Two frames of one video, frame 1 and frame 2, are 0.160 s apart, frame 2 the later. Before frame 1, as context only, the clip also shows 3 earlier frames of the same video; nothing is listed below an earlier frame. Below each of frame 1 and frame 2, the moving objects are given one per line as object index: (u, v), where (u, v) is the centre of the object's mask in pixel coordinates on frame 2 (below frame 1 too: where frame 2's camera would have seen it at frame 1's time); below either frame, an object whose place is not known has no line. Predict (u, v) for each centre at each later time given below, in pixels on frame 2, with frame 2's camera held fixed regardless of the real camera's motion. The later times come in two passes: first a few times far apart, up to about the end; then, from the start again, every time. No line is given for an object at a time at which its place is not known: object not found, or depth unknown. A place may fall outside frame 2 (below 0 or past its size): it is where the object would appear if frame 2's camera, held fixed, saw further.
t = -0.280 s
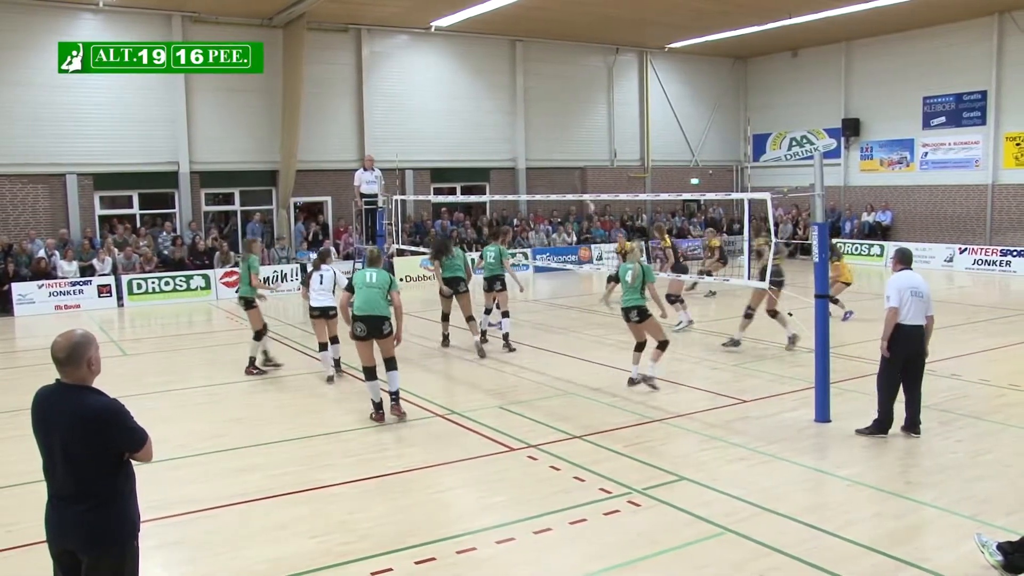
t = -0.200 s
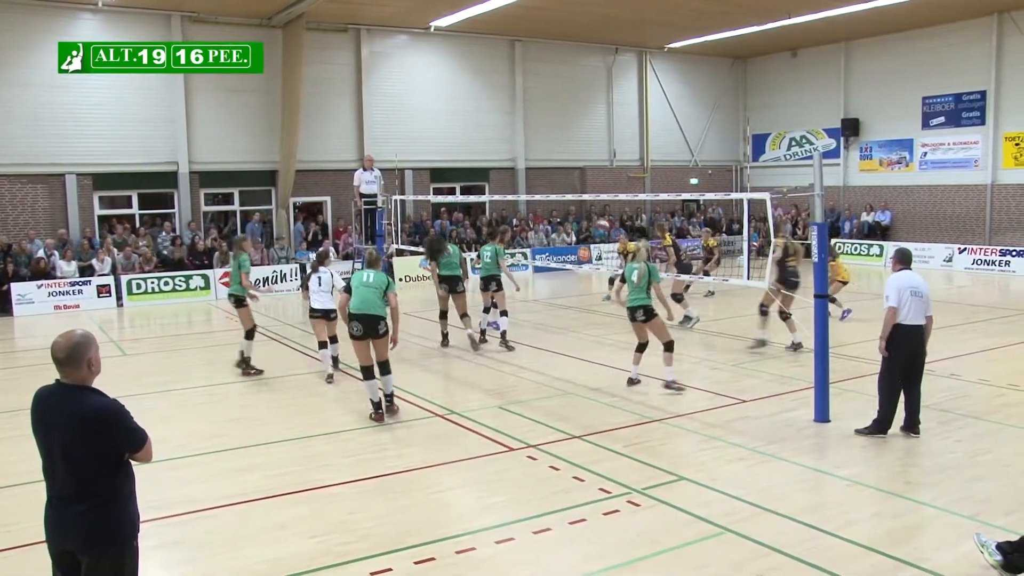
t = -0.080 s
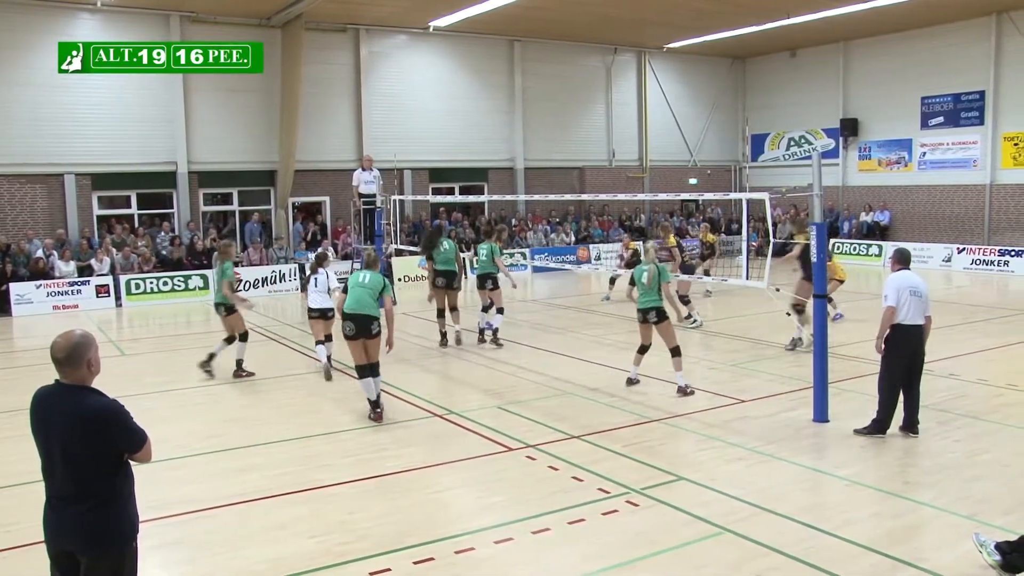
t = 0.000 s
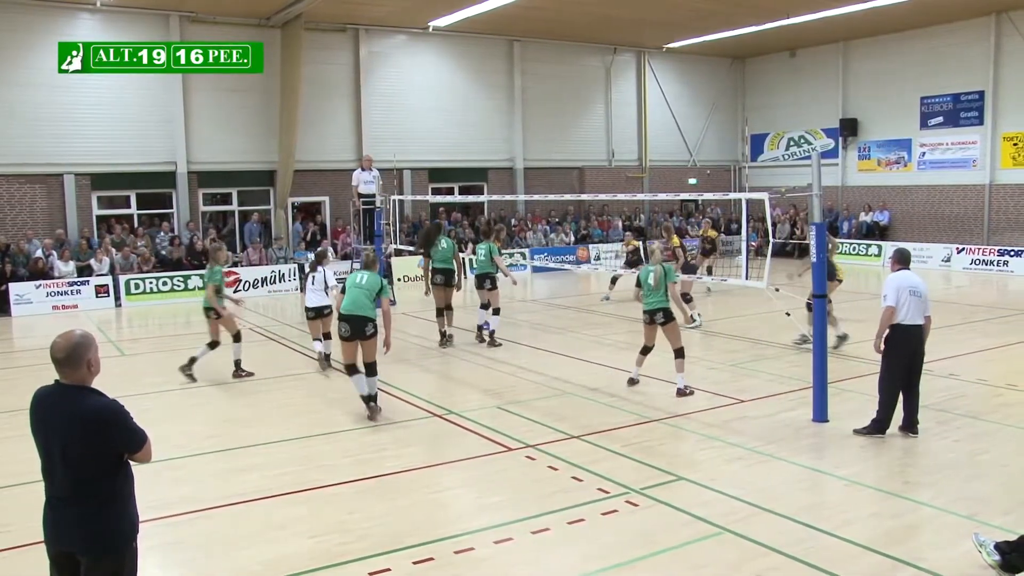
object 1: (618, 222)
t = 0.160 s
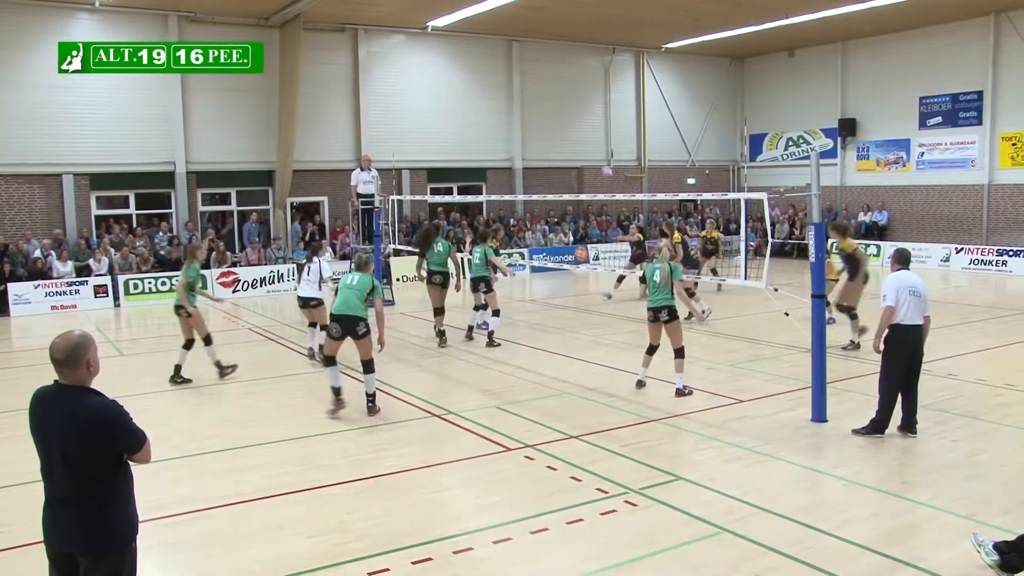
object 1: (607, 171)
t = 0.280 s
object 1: (599, 141)
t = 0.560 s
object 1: (581, 95)
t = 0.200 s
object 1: (604, 160)
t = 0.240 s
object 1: (601, 151)
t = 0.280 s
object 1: (599, 141)
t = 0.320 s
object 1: (595, 132)
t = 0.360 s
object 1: (593, 124)
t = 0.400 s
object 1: (591, 118)
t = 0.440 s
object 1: (588, 111)
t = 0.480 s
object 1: (586, 104)
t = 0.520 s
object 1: (583, 99)
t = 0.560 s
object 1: (581, 95)
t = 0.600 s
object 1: (579, 92)
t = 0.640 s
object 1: (577, 90)
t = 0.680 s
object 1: (574, 88)
